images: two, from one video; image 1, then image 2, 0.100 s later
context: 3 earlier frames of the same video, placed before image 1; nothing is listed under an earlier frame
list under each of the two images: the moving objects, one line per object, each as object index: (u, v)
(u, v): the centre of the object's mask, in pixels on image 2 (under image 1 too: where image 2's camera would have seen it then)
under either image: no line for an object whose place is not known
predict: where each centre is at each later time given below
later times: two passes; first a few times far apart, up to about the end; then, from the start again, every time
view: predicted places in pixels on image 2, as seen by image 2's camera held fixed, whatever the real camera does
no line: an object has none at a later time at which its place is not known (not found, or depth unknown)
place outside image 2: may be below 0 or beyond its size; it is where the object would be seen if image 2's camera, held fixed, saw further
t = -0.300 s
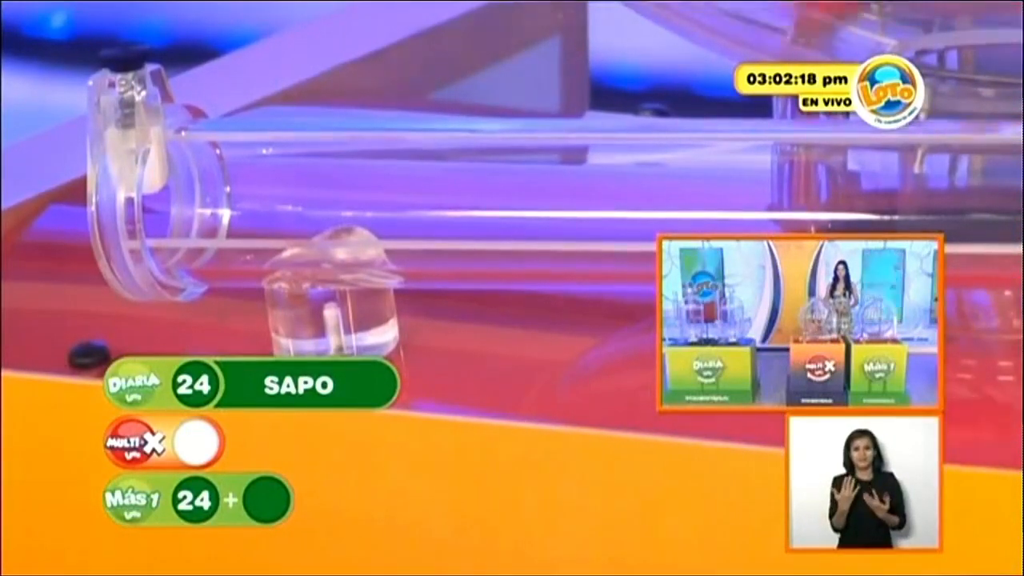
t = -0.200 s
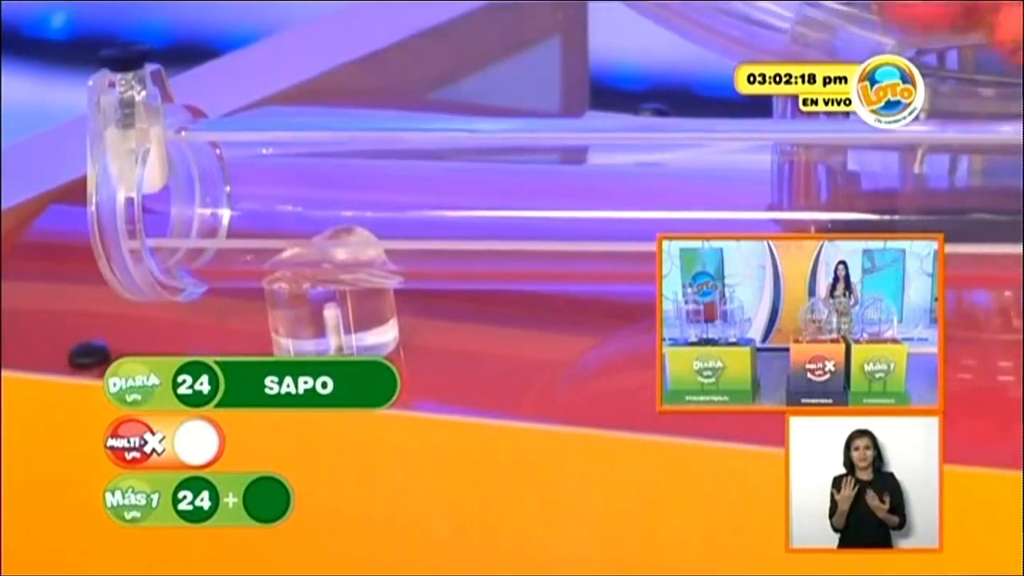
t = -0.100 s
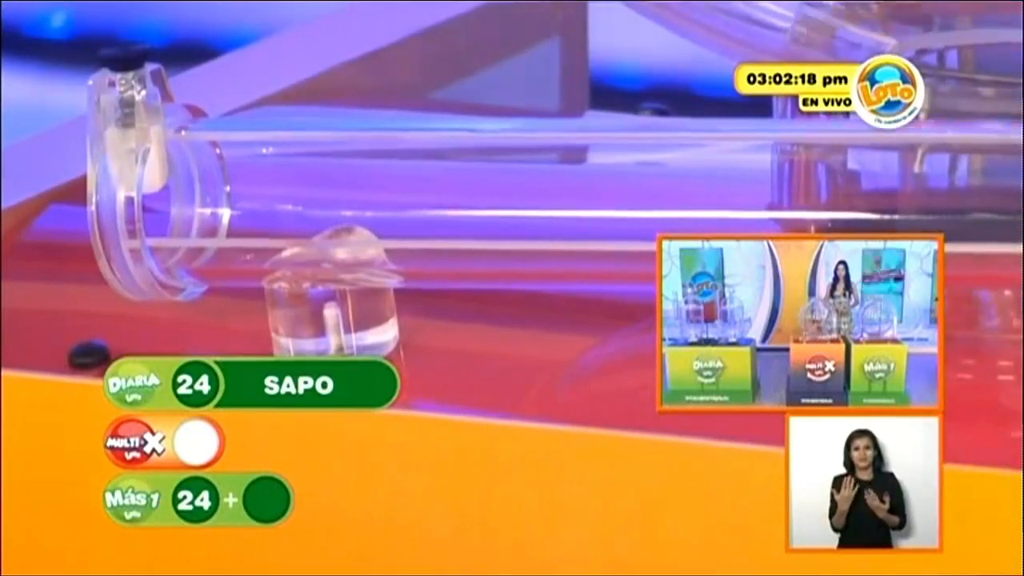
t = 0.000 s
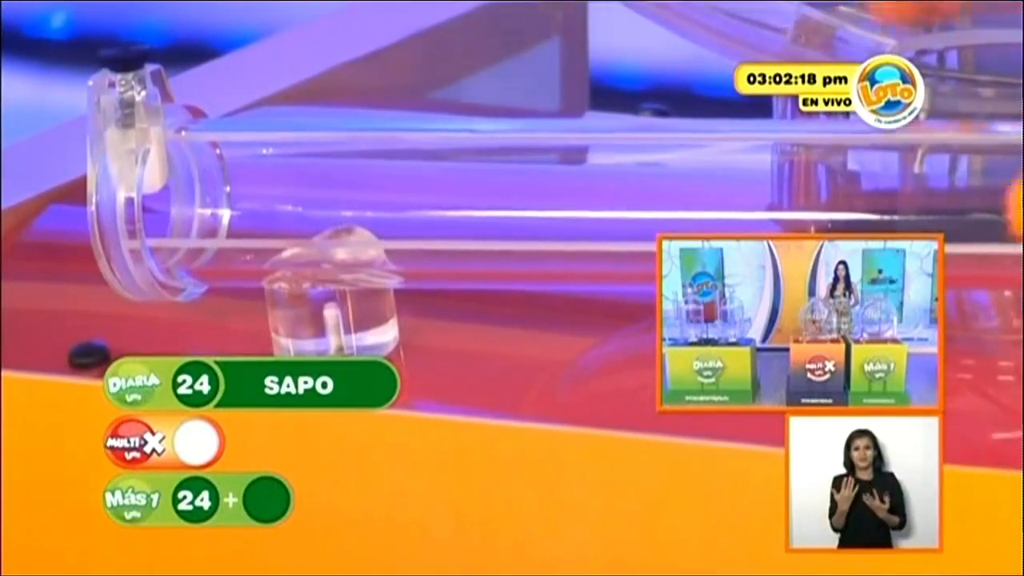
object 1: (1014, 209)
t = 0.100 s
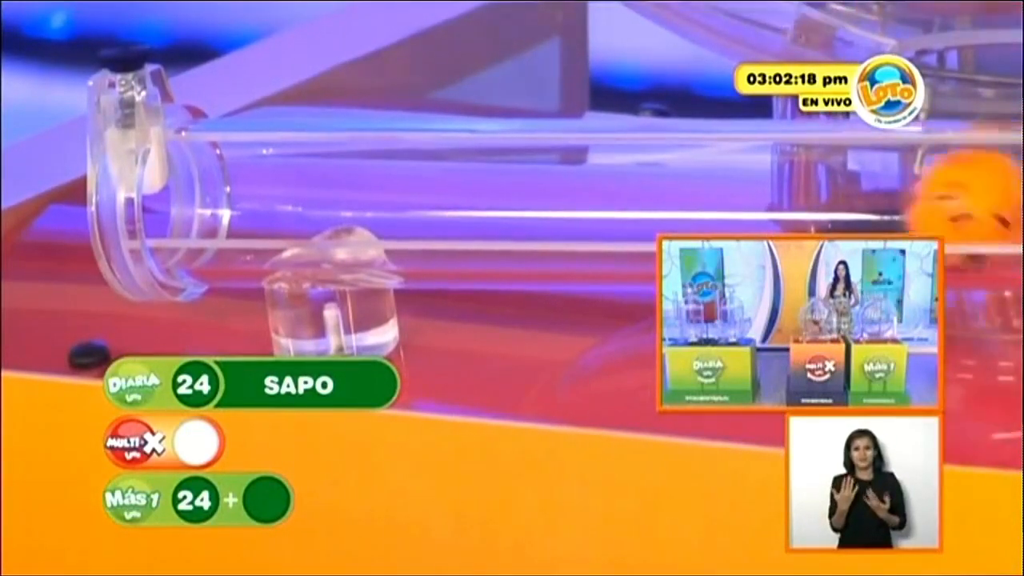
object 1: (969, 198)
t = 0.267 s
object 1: (787, 194)
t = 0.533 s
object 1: (414, 199)
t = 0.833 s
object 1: (229, 197)
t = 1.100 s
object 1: (226, 196)
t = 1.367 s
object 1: (226, 196)
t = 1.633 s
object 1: (226, 197)
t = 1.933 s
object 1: (226, 196)
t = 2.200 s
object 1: (226, 196)
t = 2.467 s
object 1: (226, 196)
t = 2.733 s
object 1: (226, 196)
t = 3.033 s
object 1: (226, 196)
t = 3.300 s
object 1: (226, 196)
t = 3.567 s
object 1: (226, 197)
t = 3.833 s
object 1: (226, 197)
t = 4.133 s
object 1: (226, 196)
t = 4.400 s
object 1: (226, 196)
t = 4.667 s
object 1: (226, 196)
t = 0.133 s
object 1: (940, 197)
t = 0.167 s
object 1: (901, 196)
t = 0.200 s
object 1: (862, 195)
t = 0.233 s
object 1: (824, 196)
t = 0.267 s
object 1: (787, 194)
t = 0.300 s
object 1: (744, 195)
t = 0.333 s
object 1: (695, 195)
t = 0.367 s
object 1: (650, 198)
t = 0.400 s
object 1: (605, 199)
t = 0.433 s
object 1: (560, 198)
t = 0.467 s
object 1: (513, 197)
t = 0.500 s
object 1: (463, 199)
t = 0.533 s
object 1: (414, 199)
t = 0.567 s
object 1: (362, 197)
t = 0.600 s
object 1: (311, 199)
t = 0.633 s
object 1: (254, 198)
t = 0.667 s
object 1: (229, 193)
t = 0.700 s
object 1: (233, 195)
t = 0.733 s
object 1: (229, 194)
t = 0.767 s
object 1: (228, 195)
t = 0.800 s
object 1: (228, 197)
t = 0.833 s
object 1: (229, 197)
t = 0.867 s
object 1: (228, 196)
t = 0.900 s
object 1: (226, 196)
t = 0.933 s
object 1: (226, 196)
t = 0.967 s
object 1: (226, 196)
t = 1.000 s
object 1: (226, 196)
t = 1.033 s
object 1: (226, 196)
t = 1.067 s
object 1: (226, 196)
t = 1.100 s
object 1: (226, 196)
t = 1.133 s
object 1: (226, 196)
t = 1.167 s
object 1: (226, 196)
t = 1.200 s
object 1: (226, 196)
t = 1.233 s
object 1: (226, 196)
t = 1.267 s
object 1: (226, 196)
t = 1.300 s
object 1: (226, 196)
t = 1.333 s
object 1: (226, 196)
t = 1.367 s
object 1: (226, 196)
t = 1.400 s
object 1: (226, 196)
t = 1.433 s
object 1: (226, 196)
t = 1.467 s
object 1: (226, 196)
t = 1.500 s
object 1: (226, 196)
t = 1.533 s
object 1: (226, 196)
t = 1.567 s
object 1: (226, 196)
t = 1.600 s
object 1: (226, 195)
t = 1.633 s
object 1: (226, 197)
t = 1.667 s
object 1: (226, 196)
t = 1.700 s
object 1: (226, 196)
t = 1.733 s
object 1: (226, 196)
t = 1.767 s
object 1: (226, 196)
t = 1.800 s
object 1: (226, 196)
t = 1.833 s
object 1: (226, 197)
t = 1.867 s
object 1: (226, 197)
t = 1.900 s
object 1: (226, 196)
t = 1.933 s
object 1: (226, 196)
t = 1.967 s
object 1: (226, 197)
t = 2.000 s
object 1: (226, 197)
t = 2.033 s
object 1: (226, 196)
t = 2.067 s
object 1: (226, 196)
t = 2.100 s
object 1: (226, 197)
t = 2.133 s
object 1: (226, 196)
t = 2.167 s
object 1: (226, 196)
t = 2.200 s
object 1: (226, 196)
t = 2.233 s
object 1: (226, 196)
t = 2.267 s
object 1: (226, 196)
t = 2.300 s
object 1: (226, 196)
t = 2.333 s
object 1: (226, 197)
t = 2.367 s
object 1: (226, 197)
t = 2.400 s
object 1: (226, 197)
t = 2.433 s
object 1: (226, 196)
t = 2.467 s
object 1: (226, 196)
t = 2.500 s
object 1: (226, 196)
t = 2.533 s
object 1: (226, 196)
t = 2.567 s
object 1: (226, 196)
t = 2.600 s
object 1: (226, 197)
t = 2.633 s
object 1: (226, 197)
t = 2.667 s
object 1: (226, 197)
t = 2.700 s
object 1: (226, 196)
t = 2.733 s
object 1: (226, 196)
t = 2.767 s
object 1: (226, 196)
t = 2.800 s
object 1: (226, 196)
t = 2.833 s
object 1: (226, 196)
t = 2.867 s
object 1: (226, 196)
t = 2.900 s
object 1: (226, 197)
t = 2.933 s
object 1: (226, 196)
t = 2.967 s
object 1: (226, 197)
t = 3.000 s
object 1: (226, 197)
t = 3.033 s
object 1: (226, 196)
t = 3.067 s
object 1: (226, 196)
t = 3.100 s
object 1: (226, 196)
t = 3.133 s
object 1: (226, 197)
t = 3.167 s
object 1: (226, 197)
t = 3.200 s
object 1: (226, 196)
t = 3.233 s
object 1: (226, 197)
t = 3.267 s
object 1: (226, 196)
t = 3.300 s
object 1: (226, 196)
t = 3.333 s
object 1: (226, 197)
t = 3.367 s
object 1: (226, 196)
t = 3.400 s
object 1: (226, 196)
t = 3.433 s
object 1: (226, 197)
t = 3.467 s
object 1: (226, 197)
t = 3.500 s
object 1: (226, 197)
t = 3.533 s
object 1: (226, 197)
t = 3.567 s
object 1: (226, 197)
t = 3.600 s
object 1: (226, 197)
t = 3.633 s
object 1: (226, 197)
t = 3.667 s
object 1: (226, 197)
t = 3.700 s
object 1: (226, 197)
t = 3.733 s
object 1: (226, 197)
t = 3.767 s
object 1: (226, 196)
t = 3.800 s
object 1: (226, 197)
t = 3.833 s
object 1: (226, 197)
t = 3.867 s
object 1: (226, 196)
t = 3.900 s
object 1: (226, 197)
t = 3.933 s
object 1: (226, 197)
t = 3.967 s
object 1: (226, 196)
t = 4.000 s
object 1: (226, 197)
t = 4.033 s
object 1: (226, 197)
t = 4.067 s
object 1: (226, 197)
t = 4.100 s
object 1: (226, 196)
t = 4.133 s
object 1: (226, 196)
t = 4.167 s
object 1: (226, 196)
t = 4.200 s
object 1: (226, 196)
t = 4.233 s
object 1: (226, 197)
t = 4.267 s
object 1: (226, 196)
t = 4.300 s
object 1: (226, 196)
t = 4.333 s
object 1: (226, 196)
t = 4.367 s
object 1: (226, 196)
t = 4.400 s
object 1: (226, 196)
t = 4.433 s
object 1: (226, 196)
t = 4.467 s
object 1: (226, 196)
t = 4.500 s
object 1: (226, 196)
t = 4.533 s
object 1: (226, 197)
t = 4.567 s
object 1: (226, 197)
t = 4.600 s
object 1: (226, 197)
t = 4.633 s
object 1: (226, 197)
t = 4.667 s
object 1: (226, 196)
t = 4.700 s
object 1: (226, 196)
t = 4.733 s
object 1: (226, 196)
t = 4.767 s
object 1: (226, 197)
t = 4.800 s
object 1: (226, 196)
